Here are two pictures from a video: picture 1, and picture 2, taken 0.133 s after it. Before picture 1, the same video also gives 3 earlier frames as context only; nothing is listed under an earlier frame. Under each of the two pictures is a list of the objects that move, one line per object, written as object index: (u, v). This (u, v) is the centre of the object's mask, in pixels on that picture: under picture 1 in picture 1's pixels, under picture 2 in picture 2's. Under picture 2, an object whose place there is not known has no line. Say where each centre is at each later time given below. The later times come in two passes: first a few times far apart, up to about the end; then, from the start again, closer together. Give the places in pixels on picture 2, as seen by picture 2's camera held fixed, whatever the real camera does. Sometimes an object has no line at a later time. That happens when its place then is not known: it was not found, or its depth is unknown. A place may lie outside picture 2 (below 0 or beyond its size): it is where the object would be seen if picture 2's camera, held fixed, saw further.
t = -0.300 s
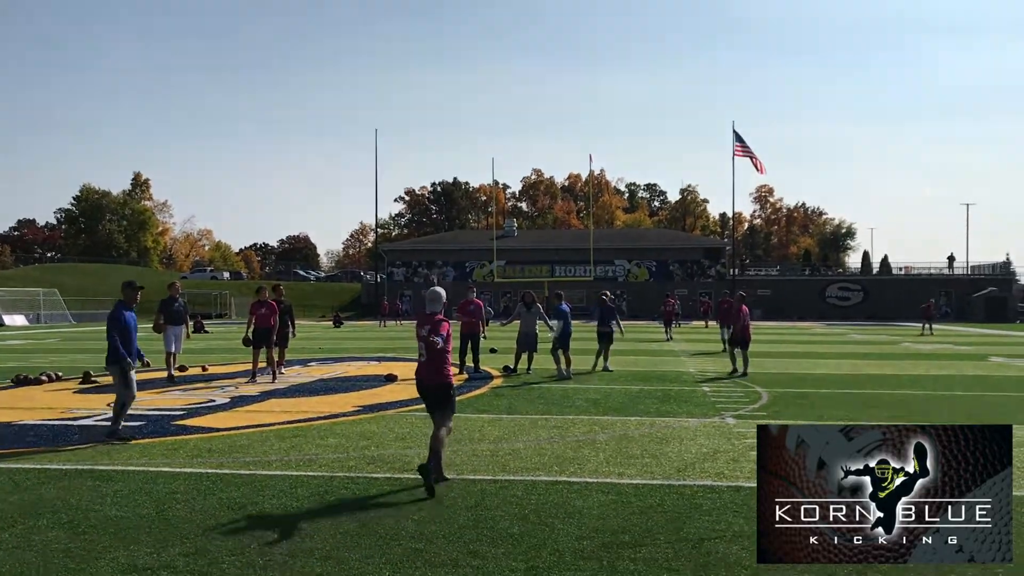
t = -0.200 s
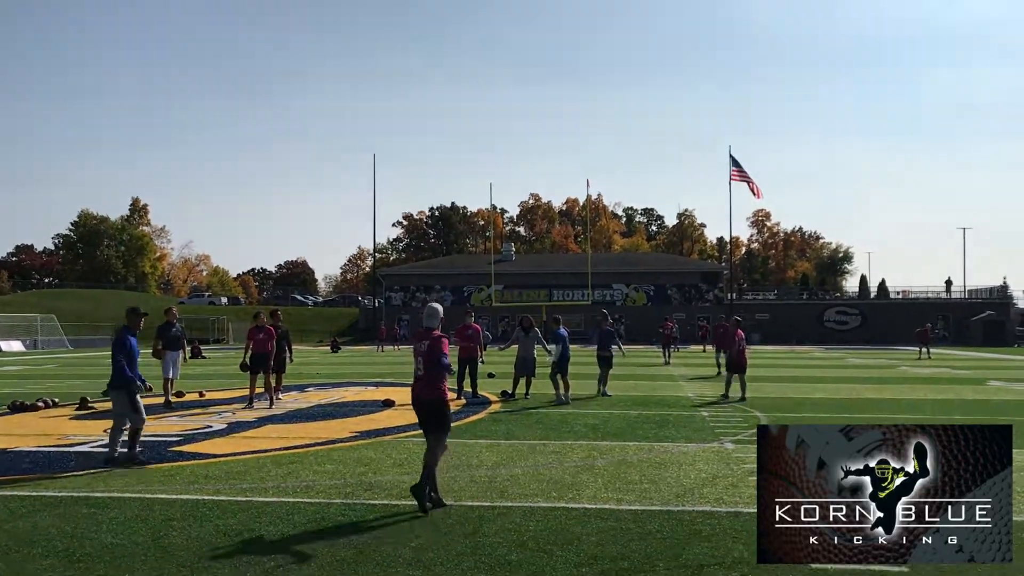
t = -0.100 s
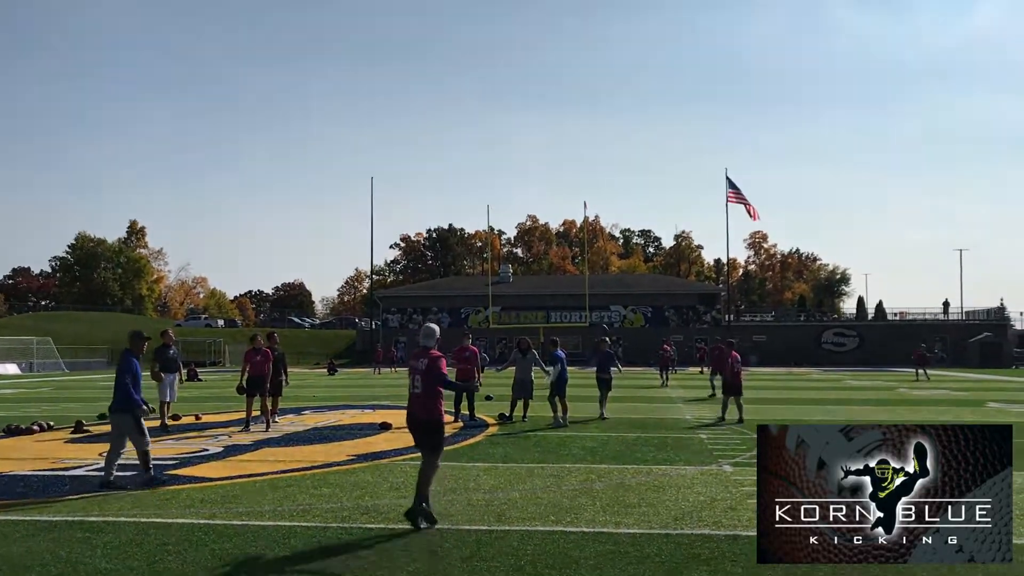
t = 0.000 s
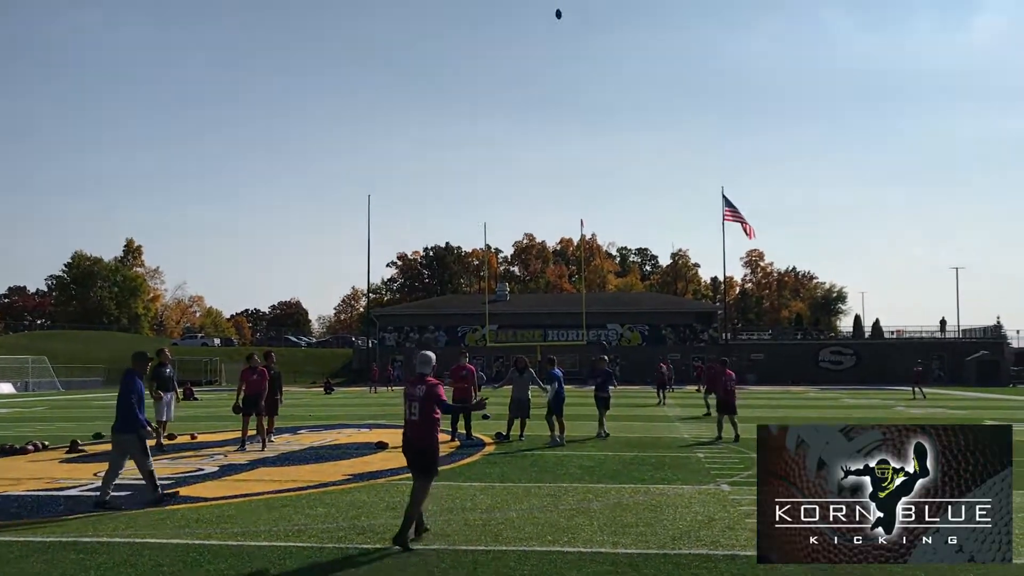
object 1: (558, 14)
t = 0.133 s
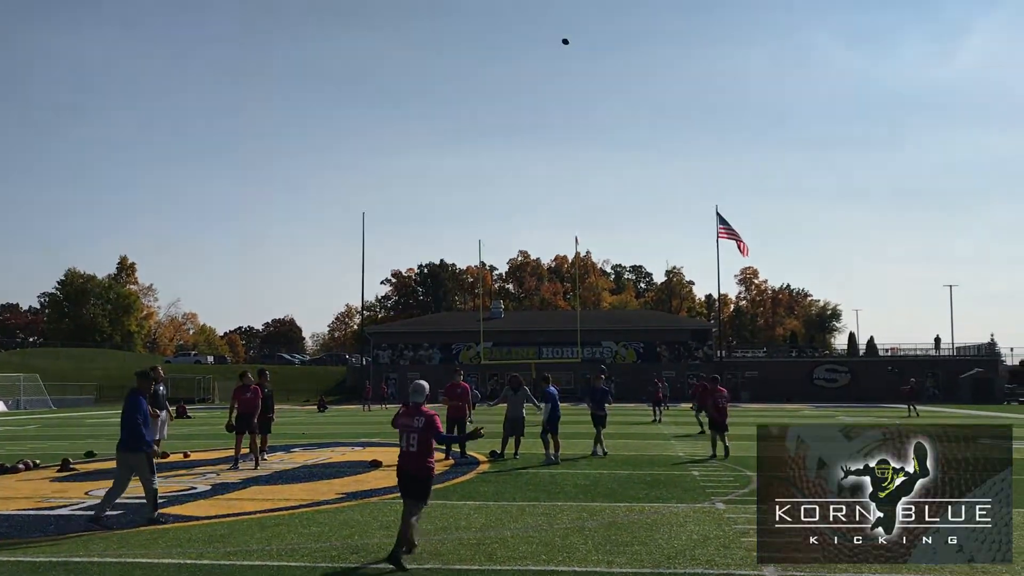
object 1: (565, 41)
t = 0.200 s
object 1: (570, 47)
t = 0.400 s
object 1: (586, 67)
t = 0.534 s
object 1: (595, 83)
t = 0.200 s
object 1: (570, 47)
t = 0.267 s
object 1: (576, 53)
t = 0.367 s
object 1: (584, 63)
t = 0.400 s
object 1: (586, 67)
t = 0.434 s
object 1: (589, 72)
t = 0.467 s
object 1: (591, 76)
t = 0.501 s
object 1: (593, 80)
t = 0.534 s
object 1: (595, 83)
